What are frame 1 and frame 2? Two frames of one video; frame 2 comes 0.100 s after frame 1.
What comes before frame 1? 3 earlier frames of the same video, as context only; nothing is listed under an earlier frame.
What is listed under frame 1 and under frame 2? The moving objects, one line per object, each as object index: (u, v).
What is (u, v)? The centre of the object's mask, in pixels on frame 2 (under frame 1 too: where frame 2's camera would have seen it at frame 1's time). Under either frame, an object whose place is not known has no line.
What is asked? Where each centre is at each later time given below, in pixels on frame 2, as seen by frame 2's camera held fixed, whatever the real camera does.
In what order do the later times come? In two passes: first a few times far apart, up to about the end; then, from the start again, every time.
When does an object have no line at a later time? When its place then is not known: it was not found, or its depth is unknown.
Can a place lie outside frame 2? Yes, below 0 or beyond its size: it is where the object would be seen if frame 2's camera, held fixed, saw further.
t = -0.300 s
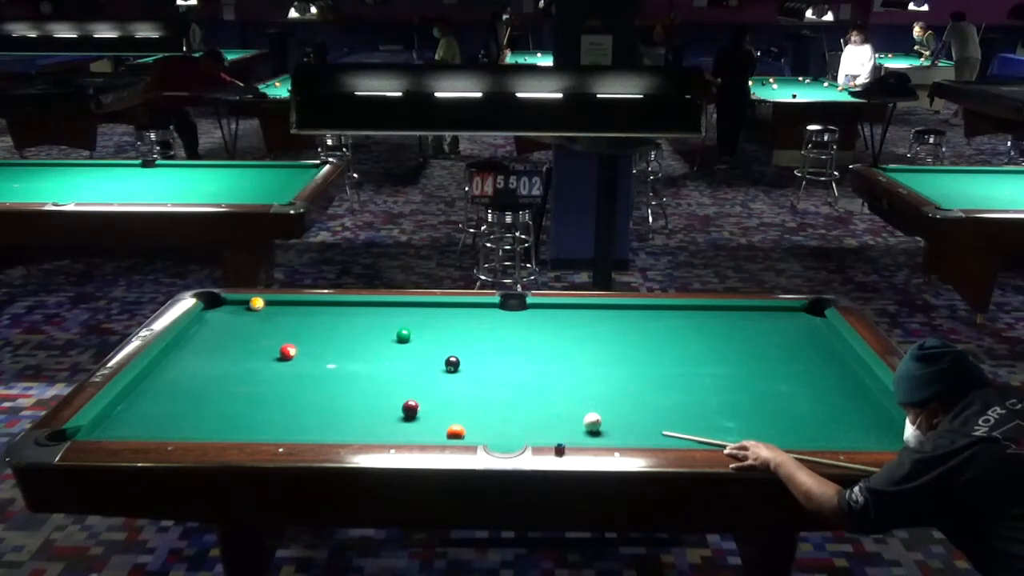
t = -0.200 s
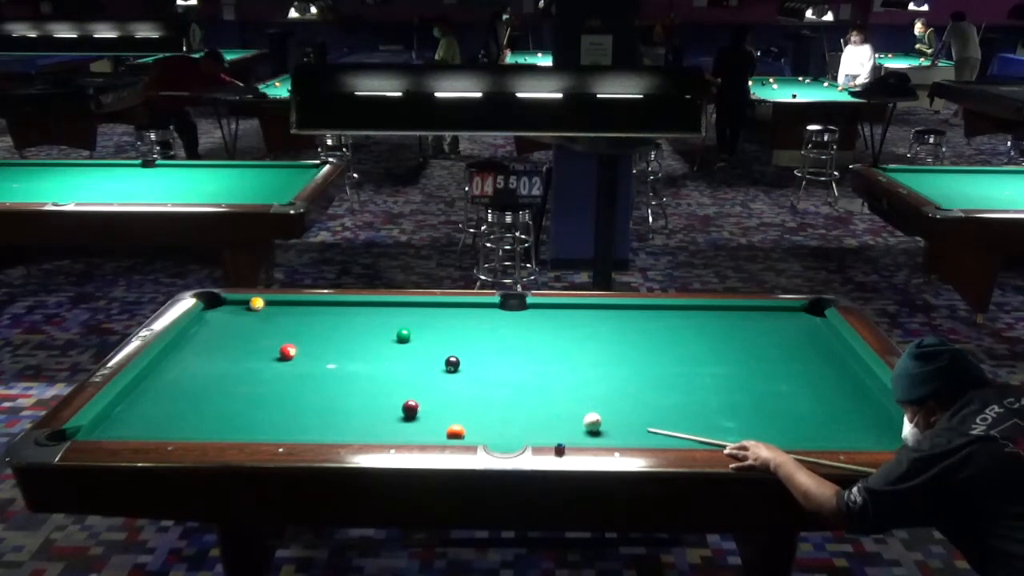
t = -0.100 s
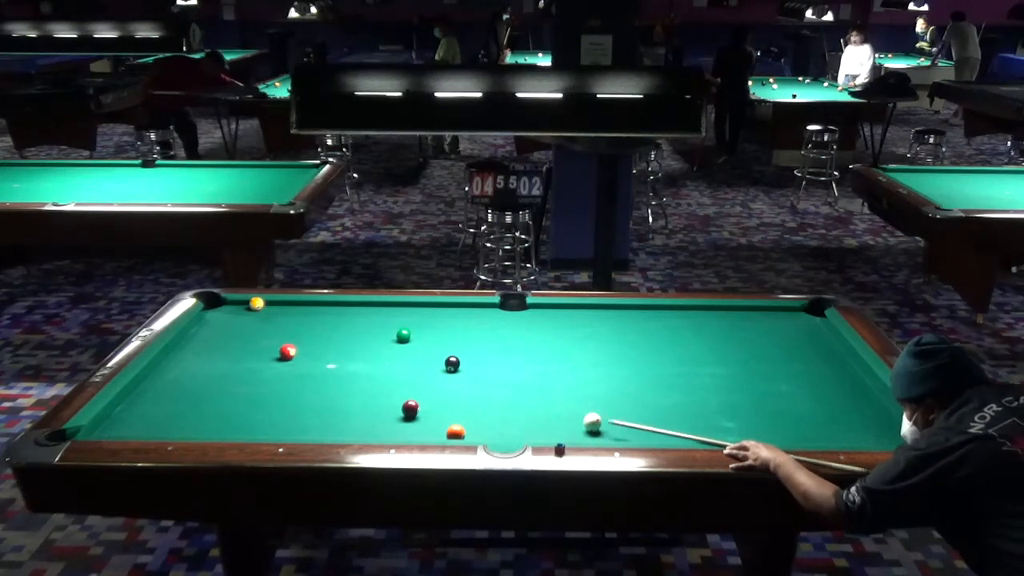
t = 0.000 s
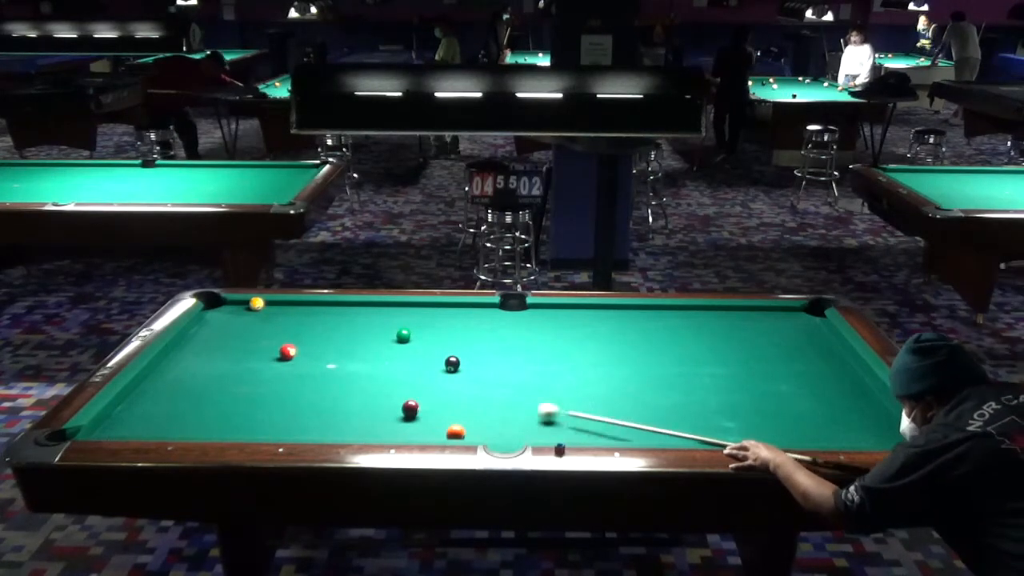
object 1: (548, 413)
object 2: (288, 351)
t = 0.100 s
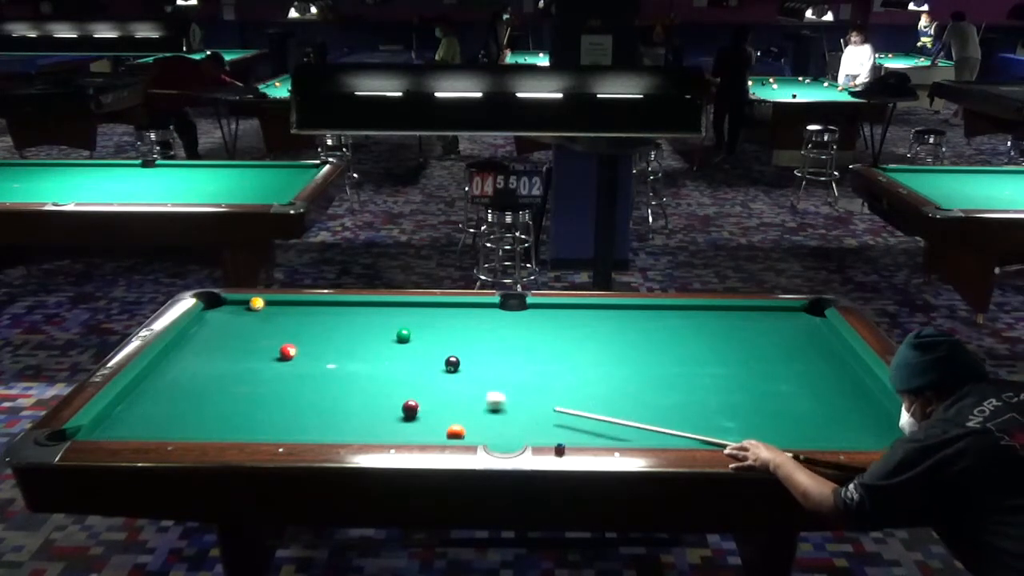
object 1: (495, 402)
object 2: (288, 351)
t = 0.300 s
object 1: (399, 381)
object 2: (288, 351)
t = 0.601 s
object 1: (285, 359)
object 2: (278, 345)
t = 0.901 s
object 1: (218, 365)
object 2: (237, 321)
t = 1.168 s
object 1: (157, 368)
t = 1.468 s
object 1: (180, 372)
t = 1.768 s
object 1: (212, 376)
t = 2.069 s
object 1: (242, 380)
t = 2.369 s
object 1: (271, 383)
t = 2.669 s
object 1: (298, 387)
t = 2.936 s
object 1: (320, 390)
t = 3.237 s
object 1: (344, 393)
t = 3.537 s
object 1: (366, 395)
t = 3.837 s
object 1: (385, 398)
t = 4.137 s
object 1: (401, 399)
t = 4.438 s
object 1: (419, 399)
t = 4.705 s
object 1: (429, 404)
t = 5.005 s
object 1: (440, 405)
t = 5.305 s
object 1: (448, 405)
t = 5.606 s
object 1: (454, 406)
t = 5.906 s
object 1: (459, 407)
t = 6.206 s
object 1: (460, 407)
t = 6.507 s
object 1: (460, 406)
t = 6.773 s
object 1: (460, 406)
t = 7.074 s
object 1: (460, 406)
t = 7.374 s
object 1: (460, 406)
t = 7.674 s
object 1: (460, 406)
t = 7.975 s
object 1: (460, 406)
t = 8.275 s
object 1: (460, 406)
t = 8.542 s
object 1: (460, 406)
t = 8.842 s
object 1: (460, 406)
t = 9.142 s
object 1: (460, 406)
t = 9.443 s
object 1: (460, 406)
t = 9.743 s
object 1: (460, 406)
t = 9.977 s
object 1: (460, 406)
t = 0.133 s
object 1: (478, 398)
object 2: (287, 351)
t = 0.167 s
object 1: (463, 394)
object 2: (288, 351)
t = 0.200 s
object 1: (446, 391)
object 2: (288, 351)
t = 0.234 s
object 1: (430, 387)
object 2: (288, 351)
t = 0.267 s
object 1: (415, 384)
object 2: (288, 351)
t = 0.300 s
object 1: (399, 381)
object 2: (288, 351)
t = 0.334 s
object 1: (385, 377)
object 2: (288, 351)
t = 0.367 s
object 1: (370, 374)
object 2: (288, 351)
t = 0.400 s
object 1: (355, 370)
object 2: (288, 351)
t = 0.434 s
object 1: (341, 367)
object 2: (288, 351)
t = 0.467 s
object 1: (327, 364)
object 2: (288, 351)
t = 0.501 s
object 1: (314, 361)
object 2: (287, 351)
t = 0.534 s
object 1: (300, 358)
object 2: (287, 351)
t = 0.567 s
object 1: (291, 357)
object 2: (282, 348)
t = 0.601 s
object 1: (285, 359)
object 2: (278, 345)
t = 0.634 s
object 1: (278, 360)
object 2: (272, 342)
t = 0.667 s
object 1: (271, 361)
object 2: (266, 339)
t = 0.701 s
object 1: (264, 362)
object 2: (262, 335)
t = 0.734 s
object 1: (257, 362)
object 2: (257, 333)
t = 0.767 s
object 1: (249, 363)
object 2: (253, 331)
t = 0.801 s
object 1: (241, 363)
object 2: (248, 328)
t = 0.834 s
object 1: (233, 364)
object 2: (245, 326)
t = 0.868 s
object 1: (226, 364)
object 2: (241, 324)
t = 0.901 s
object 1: (218, 365)
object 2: (237, 321)
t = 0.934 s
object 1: (210, 365)
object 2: (233, 319)
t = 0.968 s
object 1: (203, 365)
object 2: (230, 317)
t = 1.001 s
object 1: (195, 366)
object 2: (226, 315)
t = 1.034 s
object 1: (188, 366)
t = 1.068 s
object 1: (181, 367)
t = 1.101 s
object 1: (173, 367)
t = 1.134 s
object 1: (165, 368)
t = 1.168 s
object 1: (157, 368)
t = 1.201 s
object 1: (150, 369)
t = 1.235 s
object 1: (153, 369)
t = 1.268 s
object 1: (158, 370)
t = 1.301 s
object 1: (161, 370)
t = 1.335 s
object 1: (165, 370)
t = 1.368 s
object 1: (169, 371)
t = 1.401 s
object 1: (173, 371)
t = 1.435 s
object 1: (177, 372)
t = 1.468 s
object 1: (180, 372)
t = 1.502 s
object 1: (184, 372)
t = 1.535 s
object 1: (187, 373)
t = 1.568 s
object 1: (191, 374)
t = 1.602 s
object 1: (194, 374)
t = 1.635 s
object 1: (198, 374)
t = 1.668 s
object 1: (201, 375)
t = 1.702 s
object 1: (205, 375)
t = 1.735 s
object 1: (208, 376)
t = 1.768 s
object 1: (212, 376)
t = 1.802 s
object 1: (215, 376)
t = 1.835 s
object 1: (218, 377)
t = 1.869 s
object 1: (222, 377)
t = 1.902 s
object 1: (225, 378)
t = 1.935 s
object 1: (229, 378)
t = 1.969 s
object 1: (232, 378)
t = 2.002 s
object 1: (235, 379)
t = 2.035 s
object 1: (239, 379)
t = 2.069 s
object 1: (242, 380)
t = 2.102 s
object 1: (246, 380)
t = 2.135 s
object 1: (249, 380)
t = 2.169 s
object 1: (252, 381)
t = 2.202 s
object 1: (255, 381)
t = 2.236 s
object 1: (258, 382)
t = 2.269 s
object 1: (261, 382)
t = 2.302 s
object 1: (265, 382)
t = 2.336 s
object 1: (268, 383)
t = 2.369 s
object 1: (271, 383)
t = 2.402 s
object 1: (274, 384)
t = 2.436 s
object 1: (277, 384)
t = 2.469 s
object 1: (280, 384)
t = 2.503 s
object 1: (283, 385)
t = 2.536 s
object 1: (286, 385)
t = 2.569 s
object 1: (289, 385)
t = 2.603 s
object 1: (292, 386)
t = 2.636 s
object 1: (295, 386)
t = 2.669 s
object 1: (298, 387)
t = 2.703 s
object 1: (301, 387)
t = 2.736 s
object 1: (304, 387)
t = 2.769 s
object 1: (306, 387)
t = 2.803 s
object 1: (309, 388)
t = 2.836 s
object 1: (312, 388)
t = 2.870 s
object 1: (315, 389)
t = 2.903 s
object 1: (317, 389)
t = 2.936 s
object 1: (320, 390)
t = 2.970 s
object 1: (323, 390)
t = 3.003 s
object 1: (326, 390)
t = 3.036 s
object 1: (328, 391)
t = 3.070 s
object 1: (331, 391)
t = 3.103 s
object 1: (333, 391)
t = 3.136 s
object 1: (336, 392)
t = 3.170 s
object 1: (339, 392)
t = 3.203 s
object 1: (342, 392)
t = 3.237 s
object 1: (344, 393)
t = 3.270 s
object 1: (346, 393)
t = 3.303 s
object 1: (349, 393)
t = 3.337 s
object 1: (351, 394)
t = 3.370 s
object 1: (354, 394)
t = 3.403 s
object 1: (356, 394)
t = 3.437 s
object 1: (359, 394)
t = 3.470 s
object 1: (361, 395)
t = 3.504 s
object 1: (363, 395)
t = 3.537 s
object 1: (366, 395)
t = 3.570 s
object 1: (368, 396)
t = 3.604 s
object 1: (370, 396)
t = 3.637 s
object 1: (372, 396)
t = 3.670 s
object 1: (374, 397)
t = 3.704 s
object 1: (377, 397)
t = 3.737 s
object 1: (379, 397)
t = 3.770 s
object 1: (381, 398)
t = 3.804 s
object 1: (383, 398)
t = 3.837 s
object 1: (385, 398)
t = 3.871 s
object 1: (387, 398)
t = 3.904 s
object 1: (389, 398)
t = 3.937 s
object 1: (391, 399)
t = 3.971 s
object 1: (393, 399)
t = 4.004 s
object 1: (395, 399)
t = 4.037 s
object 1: (396, 399)
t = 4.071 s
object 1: (398, 399)
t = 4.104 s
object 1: (399, 399)
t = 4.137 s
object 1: (401, 399)
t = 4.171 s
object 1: (402, 399)
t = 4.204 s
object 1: (405, 398)
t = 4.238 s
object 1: (406, 398)
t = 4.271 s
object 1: (409, 397)
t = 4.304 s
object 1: (411, 397)
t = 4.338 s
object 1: (413, 397)
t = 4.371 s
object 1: (415, 397)
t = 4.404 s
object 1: (418, 398)
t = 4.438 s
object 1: (419, 399)
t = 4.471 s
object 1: (421, 400)
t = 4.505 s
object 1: (423, 401)
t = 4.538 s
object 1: (424, 402)
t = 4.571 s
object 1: (425, 402)
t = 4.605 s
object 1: (426, 403)
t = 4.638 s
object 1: (427, 403)
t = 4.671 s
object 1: (428, 404)
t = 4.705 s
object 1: (429, 404)
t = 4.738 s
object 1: (431, 404)
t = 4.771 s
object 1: (432, 404)
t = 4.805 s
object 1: (433, 404)
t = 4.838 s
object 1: (434, 404)
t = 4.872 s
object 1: (435, 404)
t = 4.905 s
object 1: (436, 404)
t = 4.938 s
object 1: (437, 405)
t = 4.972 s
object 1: (439, 405)
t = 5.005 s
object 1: (440, 405)
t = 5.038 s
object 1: (441, 405)
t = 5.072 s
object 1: (442, 405)
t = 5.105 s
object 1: (443, 405)
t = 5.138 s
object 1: (444, 405)
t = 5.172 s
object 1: (445, 405)
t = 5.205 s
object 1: (446, 406)
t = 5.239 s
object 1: (446, 406)
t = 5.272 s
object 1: (447, 406)
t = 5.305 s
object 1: (448, 405)
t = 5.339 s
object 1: (449, 406)
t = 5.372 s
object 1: (449, 406)
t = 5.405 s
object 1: (450, 406)
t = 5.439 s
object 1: (451, 406)
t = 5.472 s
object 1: (452, 406)
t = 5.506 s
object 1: (452, 406)
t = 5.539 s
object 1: (453, 406)
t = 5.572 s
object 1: (454, 406)
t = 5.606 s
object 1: (454, 406)
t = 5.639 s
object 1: (455, 407)
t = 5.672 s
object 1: (456, 406)
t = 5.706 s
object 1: (456, 407)
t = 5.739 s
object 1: (456, 406)
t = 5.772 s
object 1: (457, 407)
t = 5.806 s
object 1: (458, 407)
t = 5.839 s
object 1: (458, 407)
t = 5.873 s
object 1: (458, 407)
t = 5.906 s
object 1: (459, 407)
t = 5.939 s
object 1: (459, 407)
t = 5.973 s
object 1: (459, 407)
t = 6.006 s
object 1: (460, 407)
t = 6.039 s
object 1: (460, 407)
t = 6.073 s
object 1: (460, 407)
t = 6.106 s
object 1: (460, 407)
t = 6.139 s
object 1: (460, 407)
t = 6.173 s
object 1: (460, 407)
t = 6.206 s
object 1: (460, 407)
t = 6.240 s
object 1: (460, 407)
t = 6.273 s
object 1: (460, 406)
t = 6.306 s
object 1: (460, 406)
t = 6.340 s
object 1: (460, 406)
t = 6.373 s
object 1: (460, 406)
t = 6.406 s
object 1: (460, 406)
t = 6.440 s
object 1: (460, 406)
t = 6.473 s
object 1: (460, 406)
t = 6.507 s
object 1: (460, 406)
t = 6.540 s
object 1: (460, 406)
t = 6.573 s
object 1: (460, 406)
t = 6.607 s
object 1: (460, 406)
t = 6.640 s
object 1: (460, 406)
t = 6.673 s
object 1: (460, 406)
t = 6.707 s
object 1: (460, 406)
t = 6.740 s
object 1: (460, 406)
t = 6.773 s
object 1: (460, 406)
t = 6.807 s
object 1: (460, 406)
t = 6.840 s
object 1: (460, 406)
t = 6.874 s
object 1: (460, 406)
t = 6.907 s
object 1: (460, 406)
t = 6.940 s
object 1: (460, 406)
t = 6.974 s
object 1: (460, 406)
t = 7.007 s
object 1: (460, 406)
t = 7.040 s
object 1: (460, 406)
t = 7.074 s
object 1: (460, 406)
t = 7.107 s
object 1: (460, 406)
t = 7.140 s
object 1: (460, 406)
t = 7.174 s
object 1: (460, 406)
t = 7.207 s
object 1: (460, 406)
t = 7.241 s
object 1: (460, 406)
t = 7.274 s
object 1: (460, 406)
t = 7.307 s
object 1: (460, 406)
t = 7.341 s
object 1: (460, 406)
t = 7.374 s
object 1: (460, 406)
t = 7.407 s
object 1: (460, 406)
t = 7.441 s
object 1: (460, 406)
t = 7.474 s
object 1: (460, 406)
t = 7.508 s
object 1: (460, 406)
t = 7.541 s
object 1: (460, 406)
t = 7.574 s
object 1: (460, 406)
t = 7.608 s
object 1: (460, 406)
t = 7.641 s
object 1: (460, 406)
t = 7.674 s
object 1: (460, 406)
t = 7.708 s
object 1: (460, 406)
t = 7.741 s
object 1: (460, 406)
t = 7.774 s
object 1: (460, 406)
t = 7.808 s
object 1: (460, 406)
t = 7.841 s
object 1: (460, 406)
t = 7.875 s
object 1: (460, 406)
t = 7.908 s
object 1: (460, 406)
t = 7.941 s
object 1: (460, 406)
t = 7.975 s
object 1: (460, 406)
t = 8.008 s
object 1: (460, 406)
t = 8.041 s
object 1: (460, 406)
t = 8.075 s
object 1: (460, 406)
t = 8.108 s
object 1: (460, 406)
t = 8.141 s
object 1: (460, 406)
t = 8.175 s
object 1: (460, 406)
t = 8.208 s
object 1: (460, 406)
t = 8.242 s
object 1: (460, 406)
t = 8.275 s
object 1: (460, 406)
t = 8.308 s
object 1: (460, 406)
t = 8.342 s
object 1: (460, 406)
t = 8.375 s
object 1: (460, 406)
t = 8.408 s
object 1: (460, 406)
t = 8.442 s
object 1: (460, 406)
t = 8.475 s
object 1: (460, 406)
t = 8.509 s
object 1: (460, 406)
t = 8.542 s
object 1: (460, 406)
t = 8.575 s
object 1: (460, 406)
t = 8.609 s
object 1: (460, 406)
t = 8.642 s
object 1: (460, 406)
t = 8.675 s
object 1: (460, 406)
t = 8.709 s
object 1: (460, 406)
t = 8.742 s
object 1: (460, 406)
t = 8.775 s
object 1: (460, 406)
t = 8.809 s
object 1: (460, 406)
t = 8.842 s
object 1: (460, 406)
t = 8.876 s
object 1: (460, 406)
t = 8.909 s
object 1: (460, 406)
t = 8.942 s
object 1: (460, 406)
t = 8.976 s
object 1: (460, 406)
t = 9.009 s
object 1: (460, 406)
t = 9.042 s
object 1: (460, 406)
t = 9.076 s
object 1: (460, 406)
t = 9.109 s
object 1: (460, 406)
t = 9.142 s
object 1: (460, 406)
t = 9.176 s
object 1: (460, 406)
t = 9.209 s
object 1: (460, 406)
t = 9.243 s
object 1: (460, 406)
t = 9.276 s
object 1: (460, 406)
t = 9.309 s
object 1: (460, 406)
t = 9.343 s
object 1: (460, 406)
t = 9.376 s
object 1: (460, 406)
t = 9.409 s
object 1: (460, 406)
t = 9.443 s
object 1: (460, 406)
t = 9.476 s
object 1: (460, 406)
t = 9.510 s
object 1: (460, 406)
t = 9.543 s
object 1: (460, 406)
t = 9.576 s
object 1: (460, 406)
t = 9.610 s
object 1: (460, 406)
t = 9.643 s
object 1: (460, 406)
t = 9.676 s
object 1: (460, 406)
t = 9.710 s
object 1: (460, 406)
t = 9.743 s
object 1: (460, 406)
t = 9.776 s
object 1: (460, 406)
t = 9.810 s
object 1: (460, 406)
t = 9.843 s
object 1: (460, 406)
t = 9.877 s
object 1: (460, 406)
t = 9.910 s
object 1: (460, 406)
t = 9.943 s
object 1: (460, 406)
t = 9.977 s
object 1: (460, 406)
